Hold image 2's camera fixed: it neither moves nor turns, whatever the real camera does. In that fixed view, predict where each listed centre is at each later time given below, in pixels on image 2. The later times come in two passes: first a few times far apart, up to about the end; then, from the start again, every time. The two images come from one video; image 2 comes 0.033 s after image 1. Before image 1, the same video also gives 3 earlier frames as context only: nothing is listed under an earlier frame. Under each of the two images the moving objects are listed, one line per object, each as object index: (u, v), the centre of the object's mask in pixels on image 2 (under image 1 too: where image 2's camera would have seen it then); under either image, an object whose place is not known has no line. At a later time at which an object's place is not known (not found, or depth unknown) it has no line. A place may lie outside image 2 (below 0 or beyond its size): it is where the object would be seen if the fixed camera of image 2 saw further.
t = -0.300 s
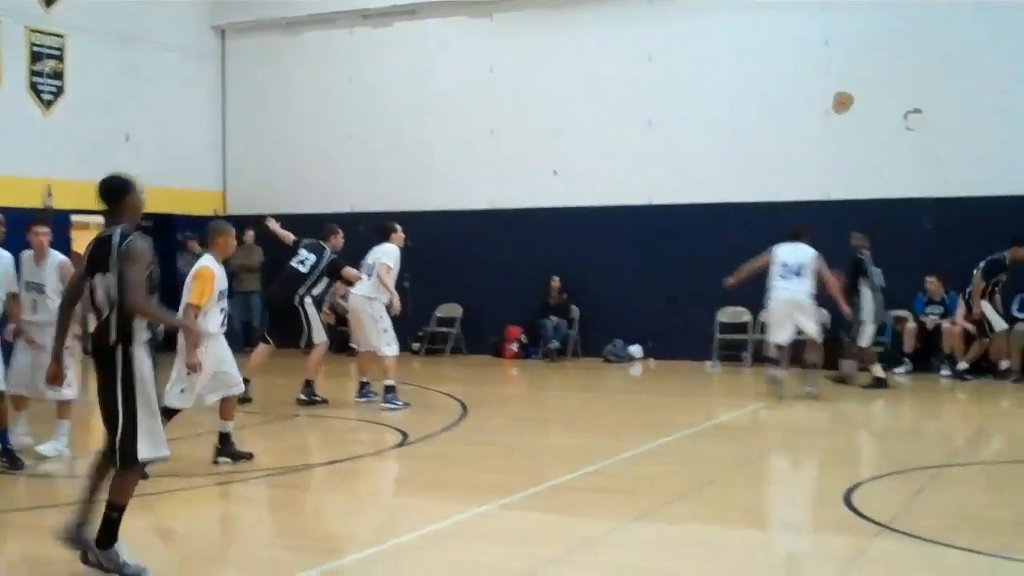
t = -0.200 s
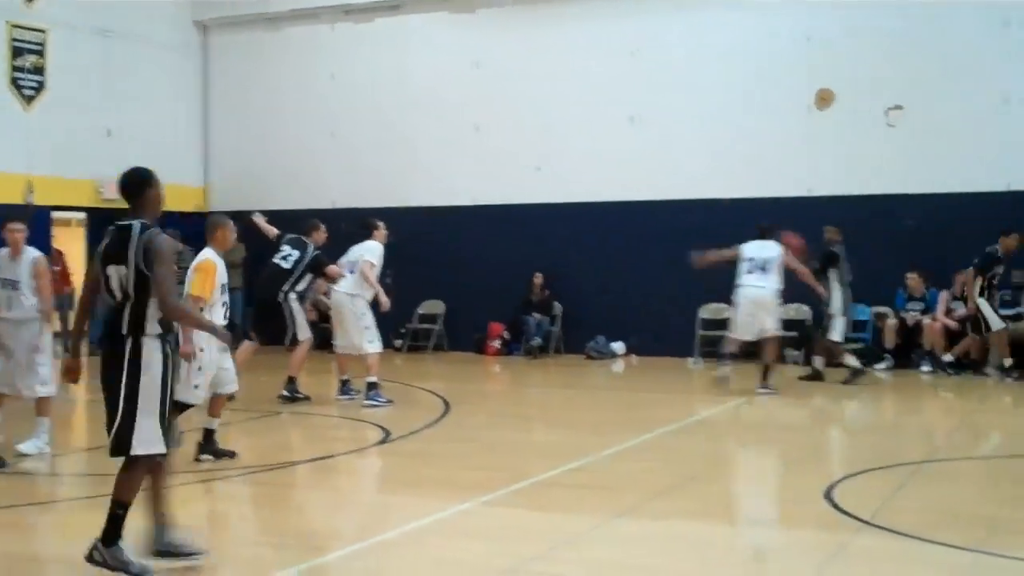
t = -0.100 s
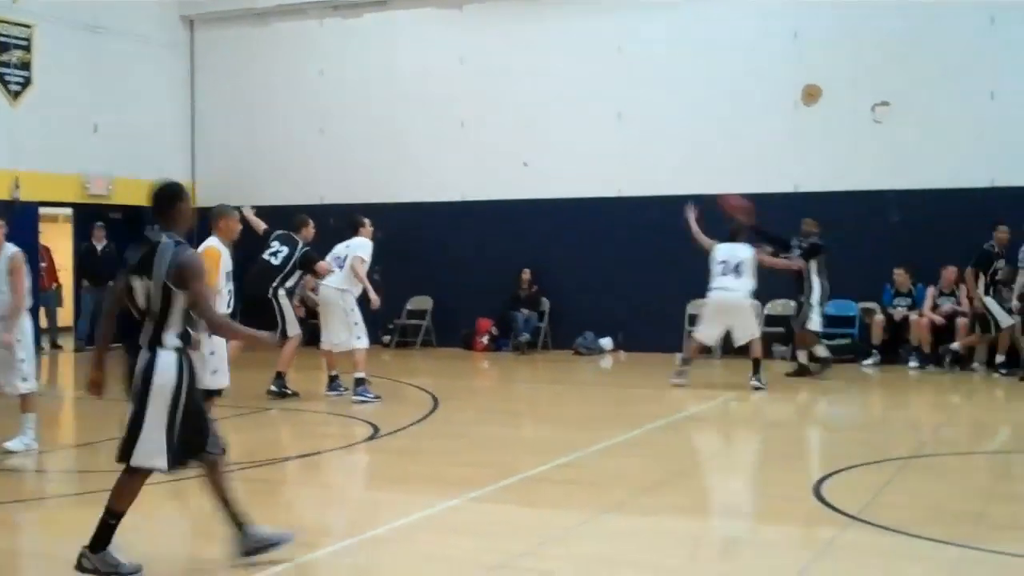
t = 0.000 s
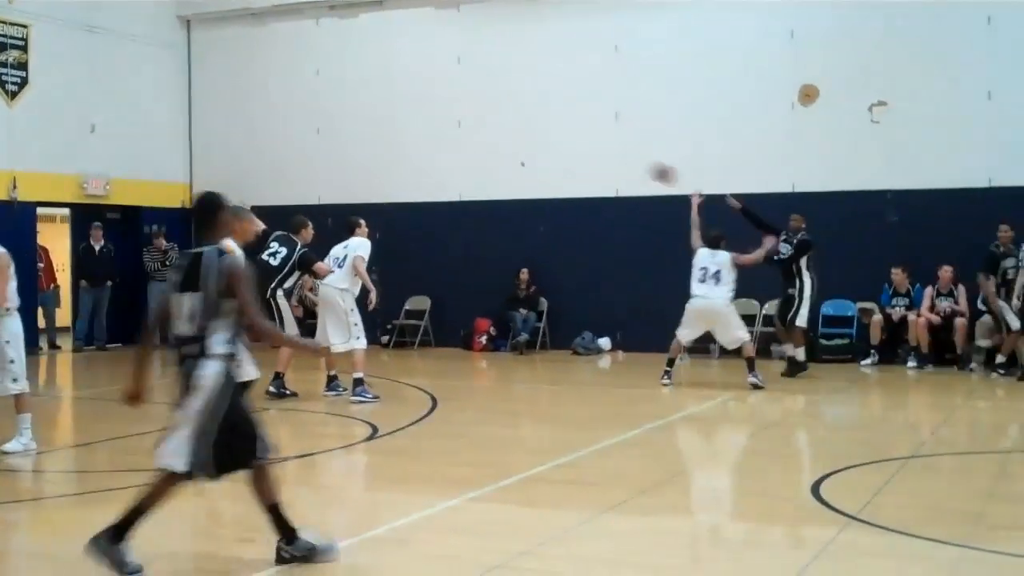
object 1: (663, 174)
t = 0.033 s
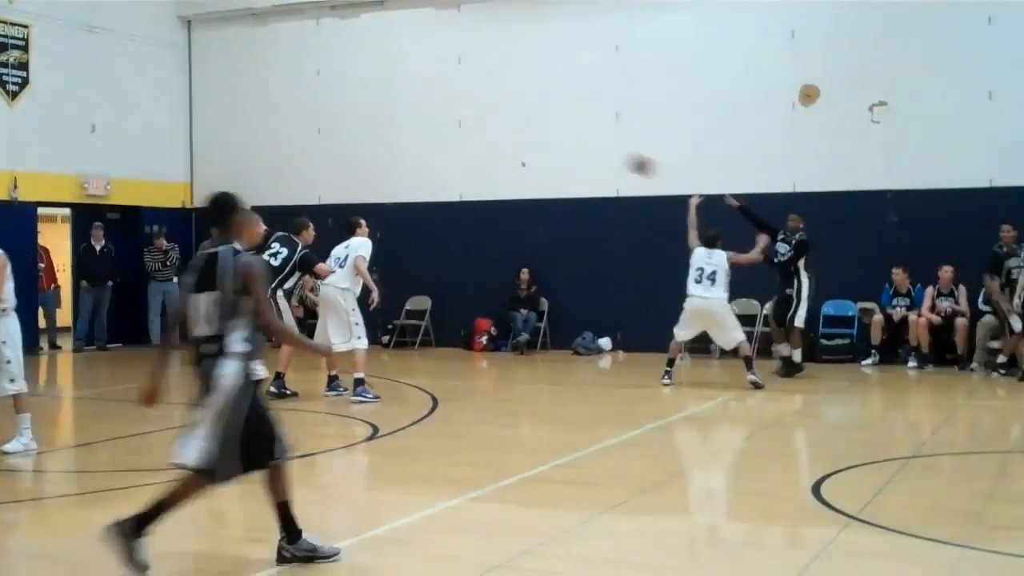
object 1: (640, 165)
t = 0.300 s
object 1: (455, 129)
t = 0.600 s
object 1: (237, 162)
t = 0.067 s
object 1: (618, 158)
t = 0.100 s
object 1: (595, 151)
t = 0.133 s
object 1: (572, 145)
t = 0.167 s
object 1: (548, 140)
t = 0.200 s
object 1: (525, 136)
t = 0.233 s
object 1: (502, 132)
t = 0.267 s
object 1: (478, 130)
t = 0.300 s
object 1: (455, 129)
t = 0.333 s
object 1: (430, 129)
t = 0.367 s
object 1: (407, 129)
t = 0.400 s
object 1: (384, 131)
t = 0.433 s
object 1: (360, 134)
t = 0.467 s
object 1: (335, 138)
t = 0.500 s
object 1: (311, 141)
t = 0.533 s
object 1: (286, 147)
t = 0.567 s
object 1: (262, 153)
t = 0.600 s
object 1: (237, 162)
